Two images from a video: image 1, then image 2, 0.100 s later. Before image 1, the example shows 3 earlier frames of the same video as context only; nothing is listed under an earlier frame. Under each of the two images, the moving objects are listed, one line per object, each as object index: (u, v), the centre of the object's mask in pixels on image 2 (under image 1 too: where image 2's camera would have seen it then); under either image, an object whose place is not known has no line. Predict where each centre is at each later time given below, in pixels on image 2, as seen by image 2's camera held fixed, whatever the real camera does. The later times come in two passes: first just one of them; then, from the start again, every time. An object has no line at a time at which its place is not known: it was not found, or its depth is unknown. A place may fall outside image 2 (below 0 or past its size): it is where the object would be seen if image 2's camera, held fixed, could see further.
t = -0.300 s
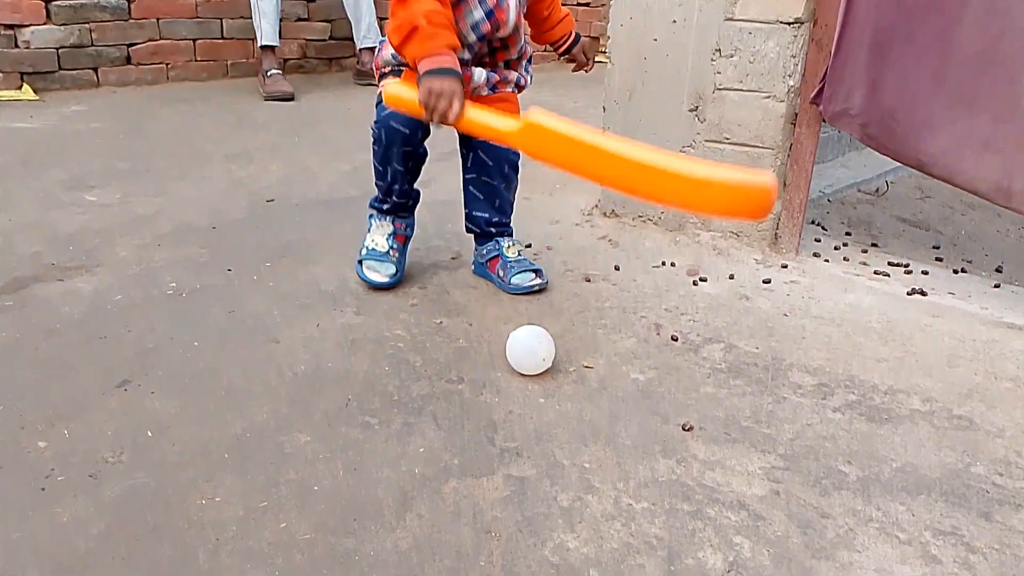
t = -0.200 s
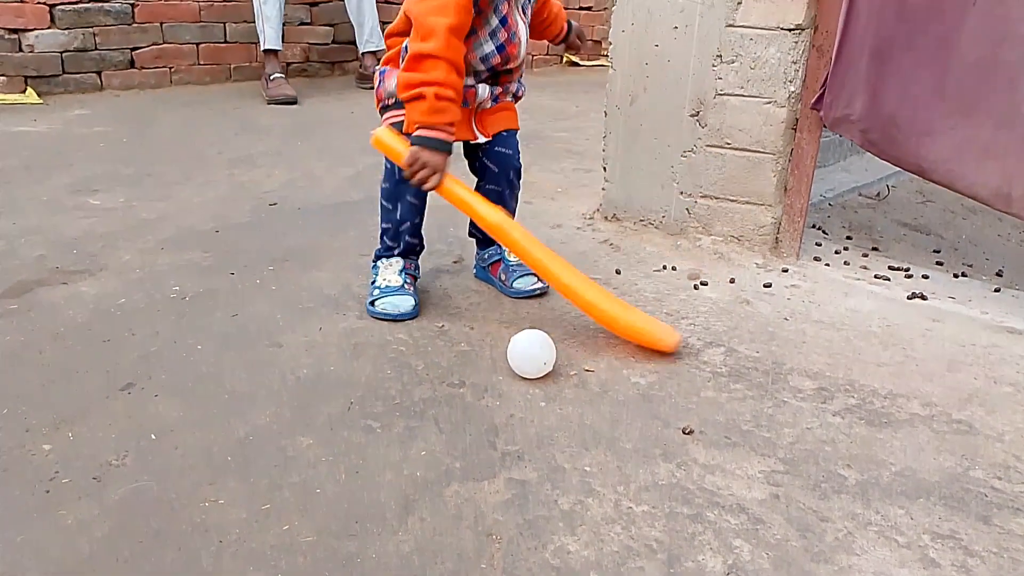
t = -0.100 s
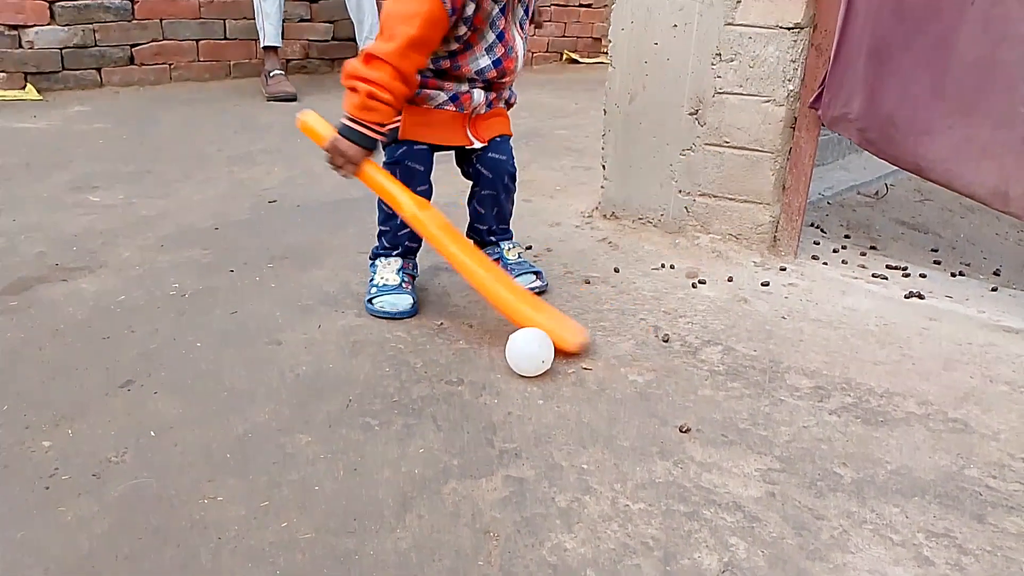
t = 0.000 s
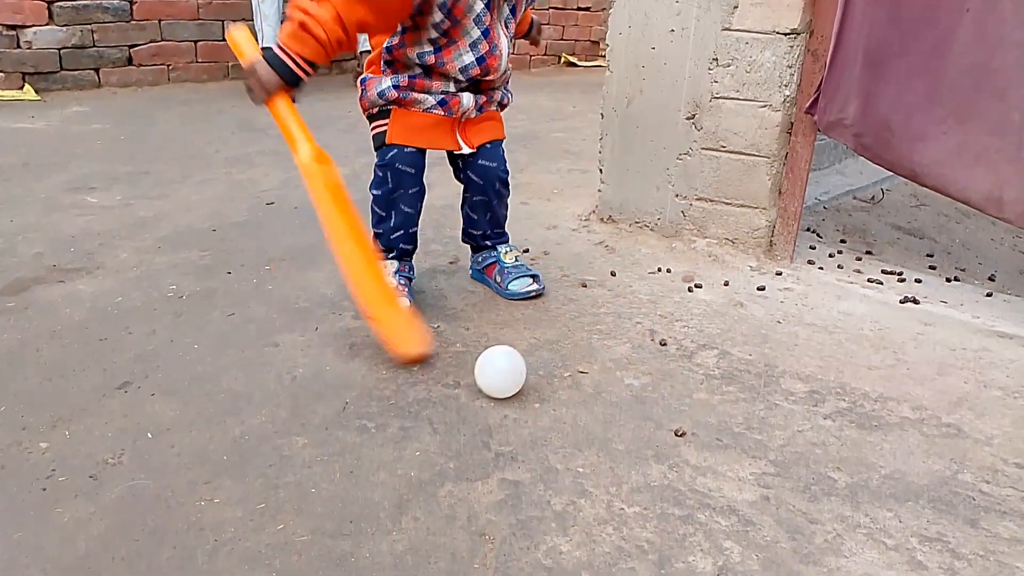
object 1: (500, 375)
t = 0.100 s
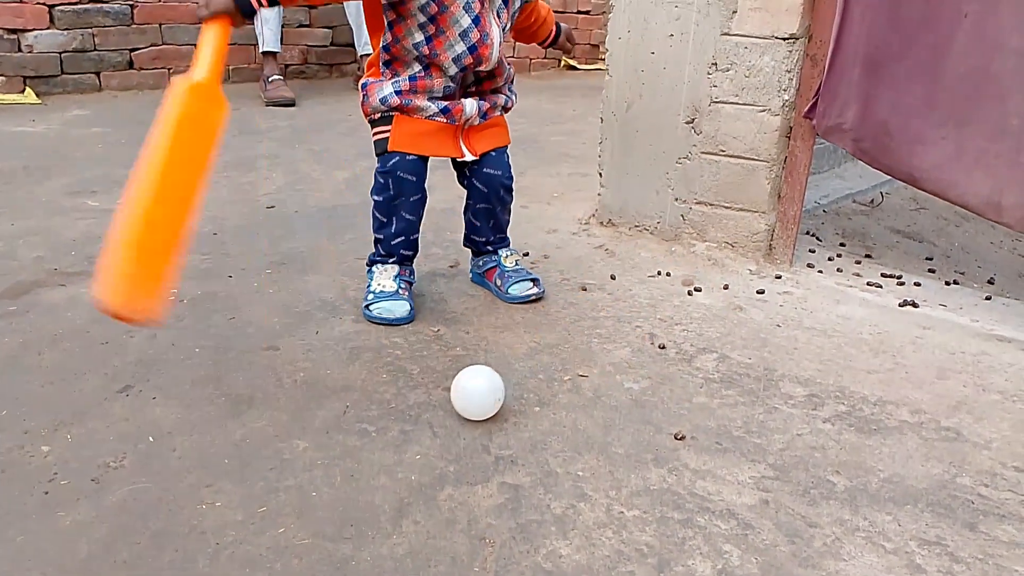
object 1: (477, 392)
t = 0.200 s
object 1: (451, 407)
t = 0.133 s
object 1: (470, 397)
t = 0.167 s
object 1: (461, 402)
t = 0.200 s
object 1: (451, 407)
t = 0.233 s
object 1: (440, 415)
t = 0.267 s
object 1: (429, 421)
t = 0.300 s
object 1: (417, 429)
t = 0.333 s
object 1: (405, 436)
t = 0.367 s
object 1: (394, 443)
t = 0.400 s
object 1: (382, 449)
